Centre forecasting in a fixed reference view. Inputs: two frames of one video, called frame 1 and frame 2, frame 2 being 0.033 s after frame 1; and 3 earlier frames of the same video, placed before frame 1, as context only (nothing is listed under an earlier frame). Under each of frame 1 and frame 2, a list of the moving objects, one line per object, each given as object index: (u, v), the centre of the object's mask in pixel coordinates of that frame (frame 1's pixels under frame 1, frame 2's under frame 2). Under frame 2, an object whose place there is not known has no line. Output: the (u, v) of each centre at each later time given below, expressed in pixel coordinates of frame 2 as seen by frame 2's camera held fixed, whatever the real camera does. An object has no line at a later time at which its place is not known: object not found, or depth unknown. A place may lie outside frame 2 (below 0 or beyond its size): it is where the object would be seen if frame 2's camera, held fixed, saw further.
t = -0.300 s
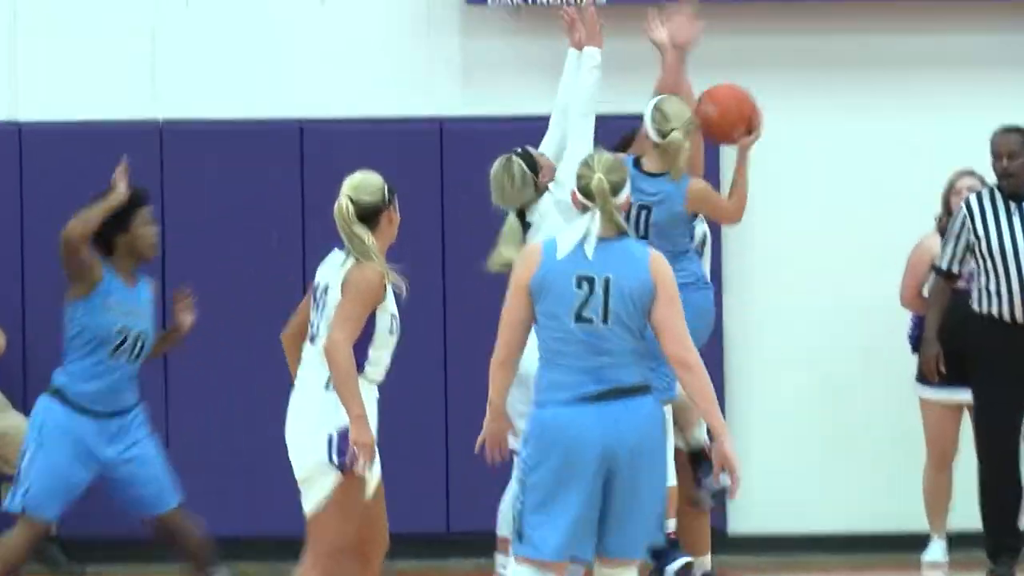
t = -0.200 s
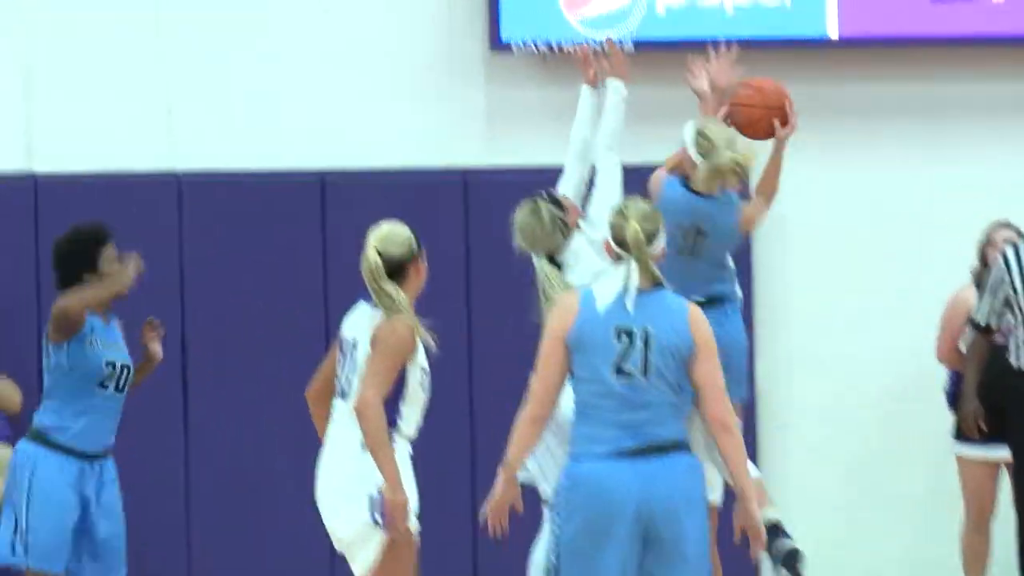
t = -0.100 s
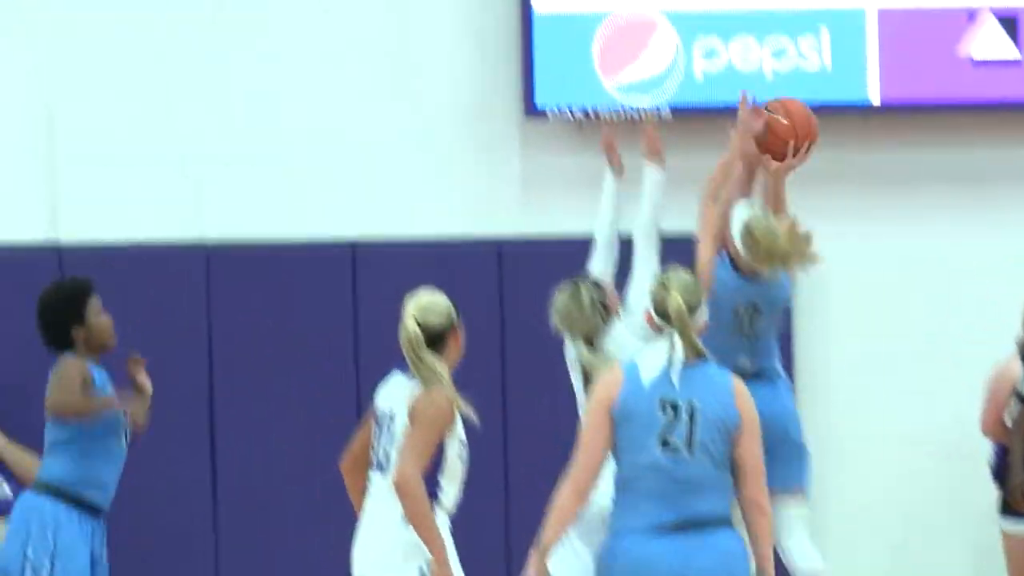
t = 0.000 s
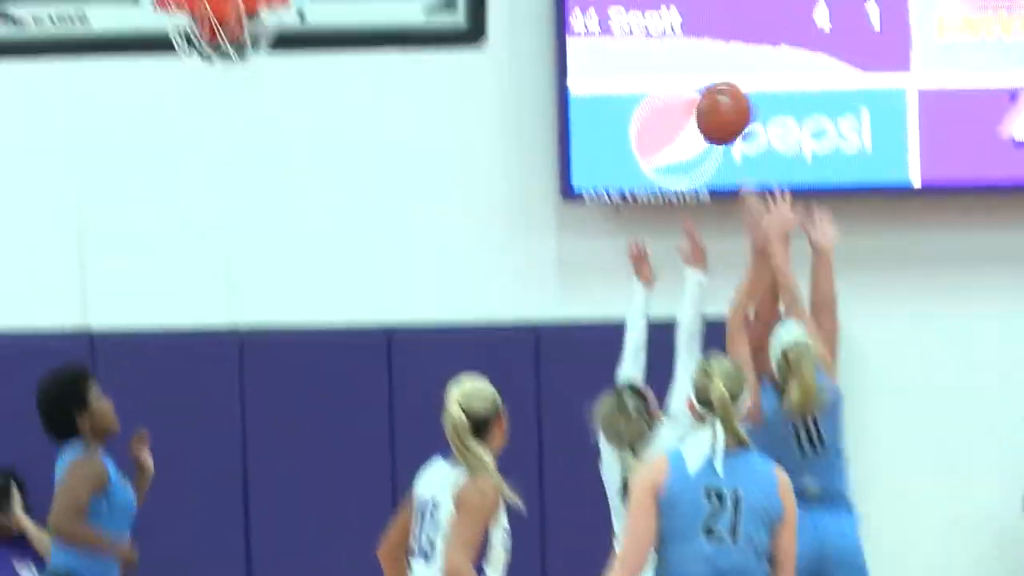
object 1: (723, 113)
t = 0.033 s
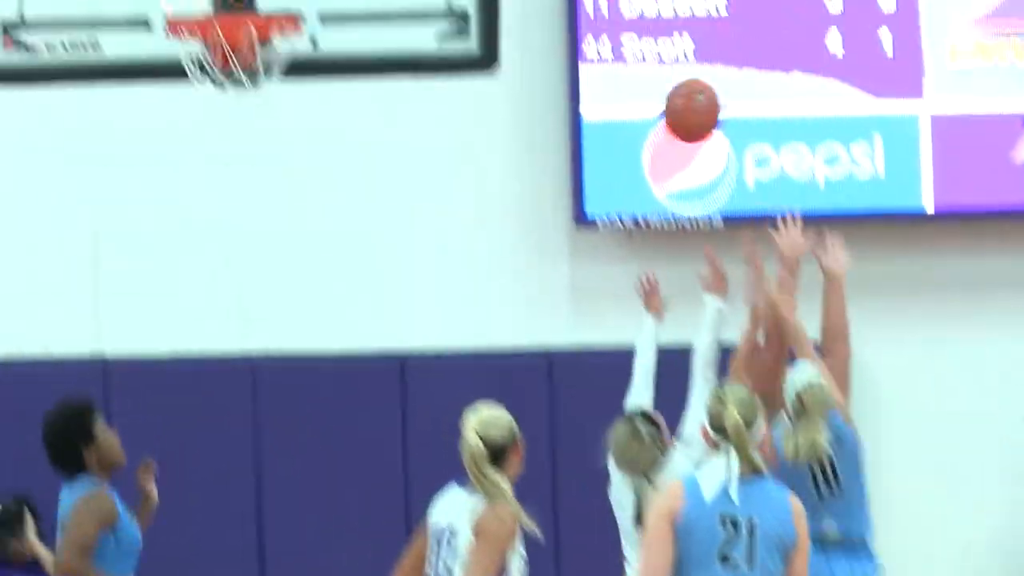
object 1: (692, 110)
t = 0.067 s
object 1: (649, 84)
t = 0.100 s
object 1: (607, 63)
